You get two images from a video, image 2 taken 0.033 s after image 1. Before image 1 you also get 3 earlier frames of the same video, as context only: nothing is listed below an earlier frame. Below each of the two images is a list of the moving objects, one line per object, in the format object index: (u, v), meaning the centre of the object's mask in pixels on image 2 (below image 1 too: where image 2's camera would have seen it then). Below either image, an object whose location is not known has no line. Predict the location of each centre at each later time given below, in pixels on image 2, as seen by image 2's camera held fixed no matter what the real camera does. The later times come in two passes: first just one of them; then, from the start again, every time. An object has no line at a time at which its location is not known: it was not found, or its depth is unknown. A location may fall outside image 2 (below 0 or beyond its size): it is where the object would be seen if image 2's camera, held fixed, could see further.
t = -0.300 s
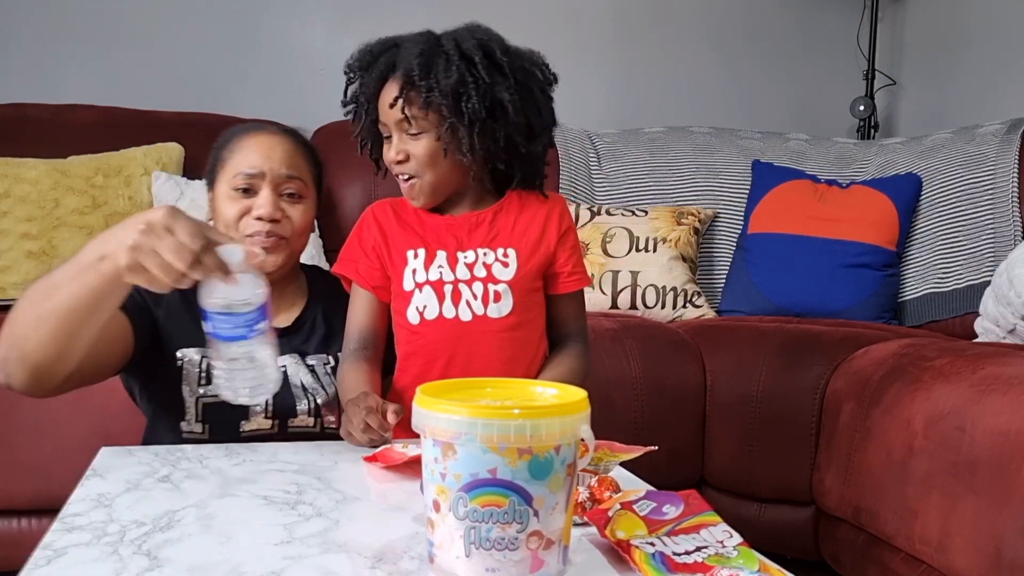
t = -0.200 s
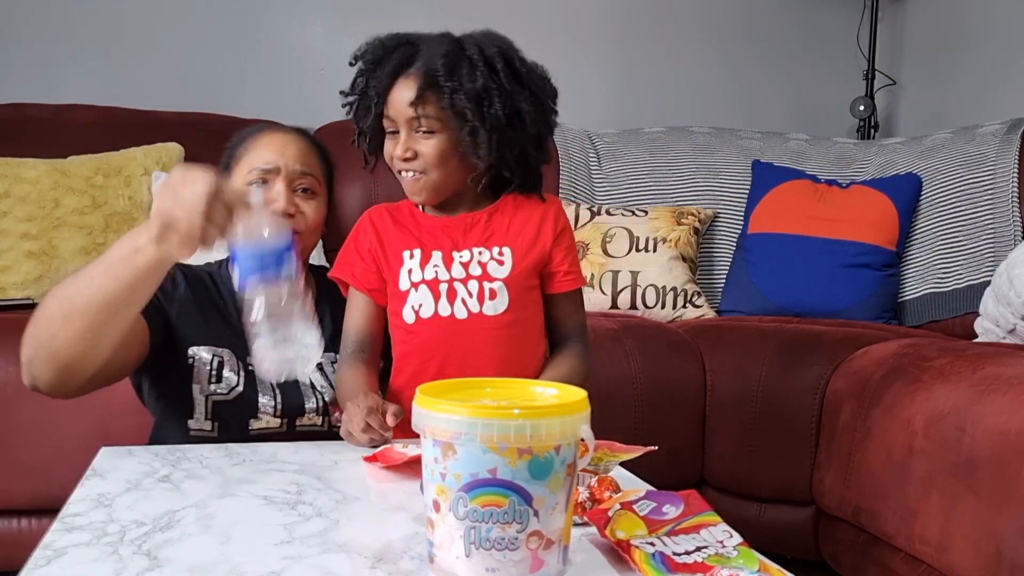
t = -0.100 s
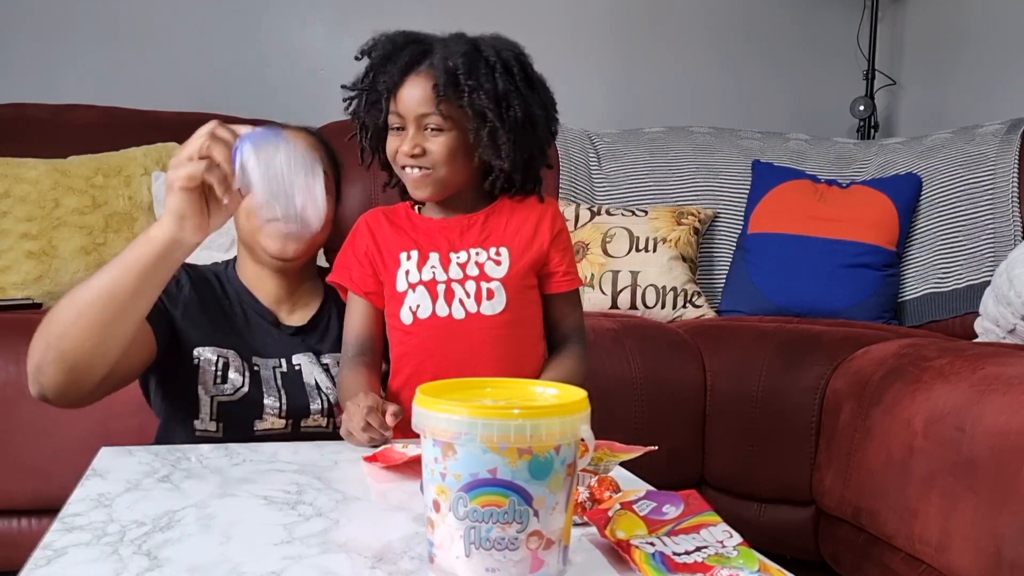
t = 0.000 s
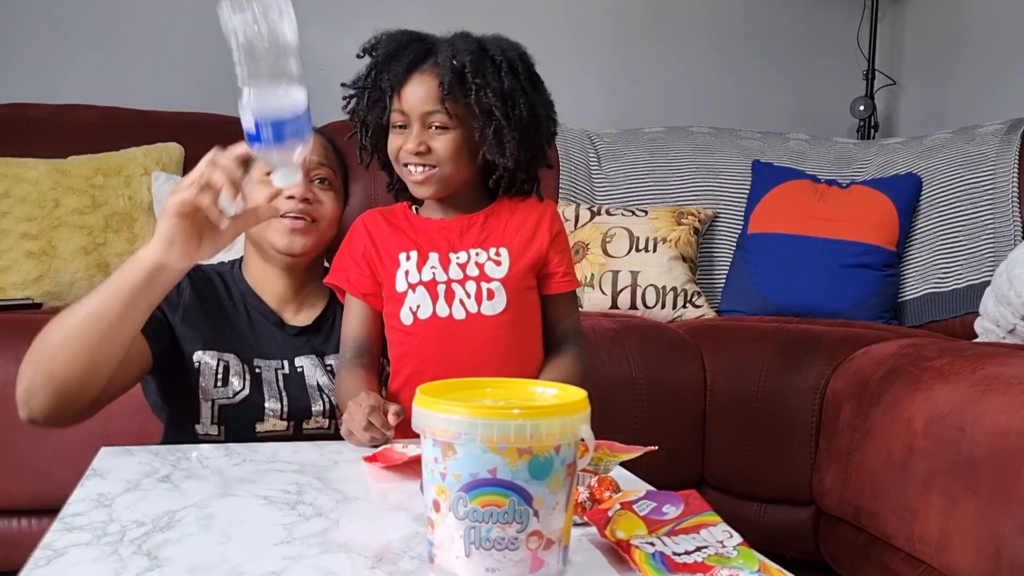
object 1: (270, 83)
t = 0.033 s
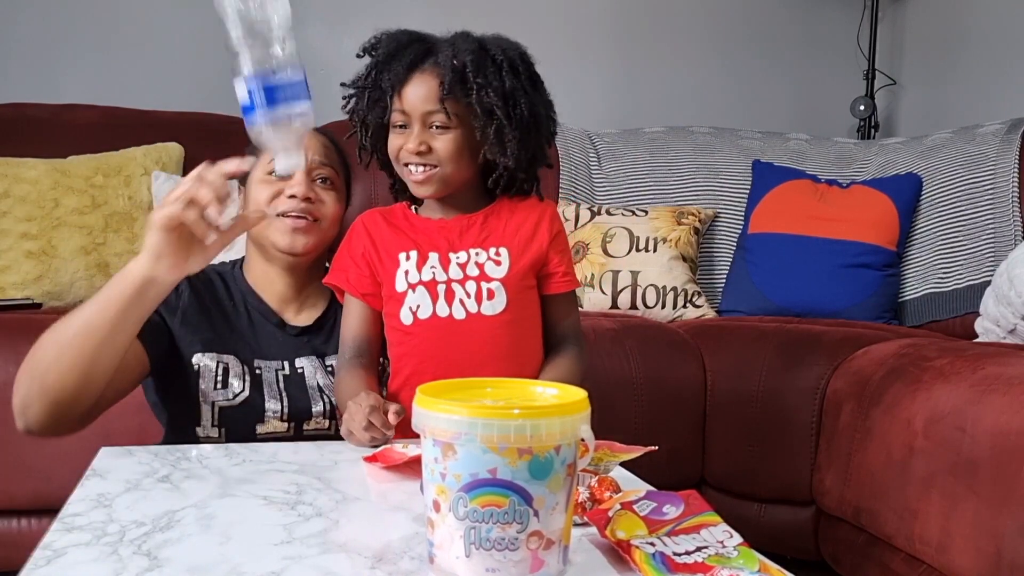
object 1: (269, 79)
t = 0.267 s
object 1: (194, 119)
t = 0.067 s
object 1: (266, 67)
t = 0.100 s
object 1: (260, 51)
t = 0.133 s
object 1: (248, 33)
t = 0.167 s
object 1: (229, 30)
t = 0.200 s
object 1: (216, 49)
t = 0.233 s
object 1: (205, 76)
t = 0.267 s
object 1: (194, 119)
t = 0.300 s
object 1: (184, 179)
